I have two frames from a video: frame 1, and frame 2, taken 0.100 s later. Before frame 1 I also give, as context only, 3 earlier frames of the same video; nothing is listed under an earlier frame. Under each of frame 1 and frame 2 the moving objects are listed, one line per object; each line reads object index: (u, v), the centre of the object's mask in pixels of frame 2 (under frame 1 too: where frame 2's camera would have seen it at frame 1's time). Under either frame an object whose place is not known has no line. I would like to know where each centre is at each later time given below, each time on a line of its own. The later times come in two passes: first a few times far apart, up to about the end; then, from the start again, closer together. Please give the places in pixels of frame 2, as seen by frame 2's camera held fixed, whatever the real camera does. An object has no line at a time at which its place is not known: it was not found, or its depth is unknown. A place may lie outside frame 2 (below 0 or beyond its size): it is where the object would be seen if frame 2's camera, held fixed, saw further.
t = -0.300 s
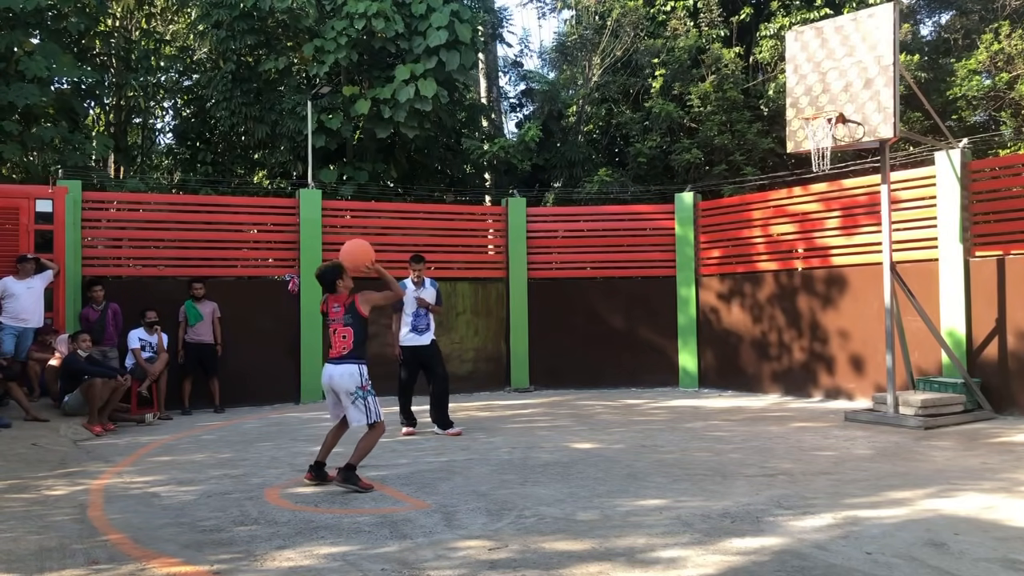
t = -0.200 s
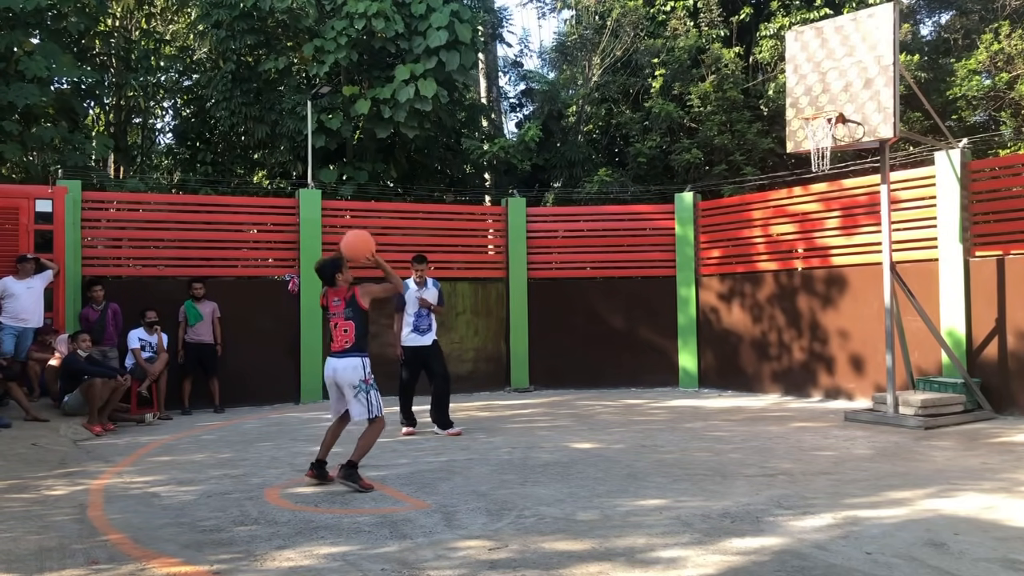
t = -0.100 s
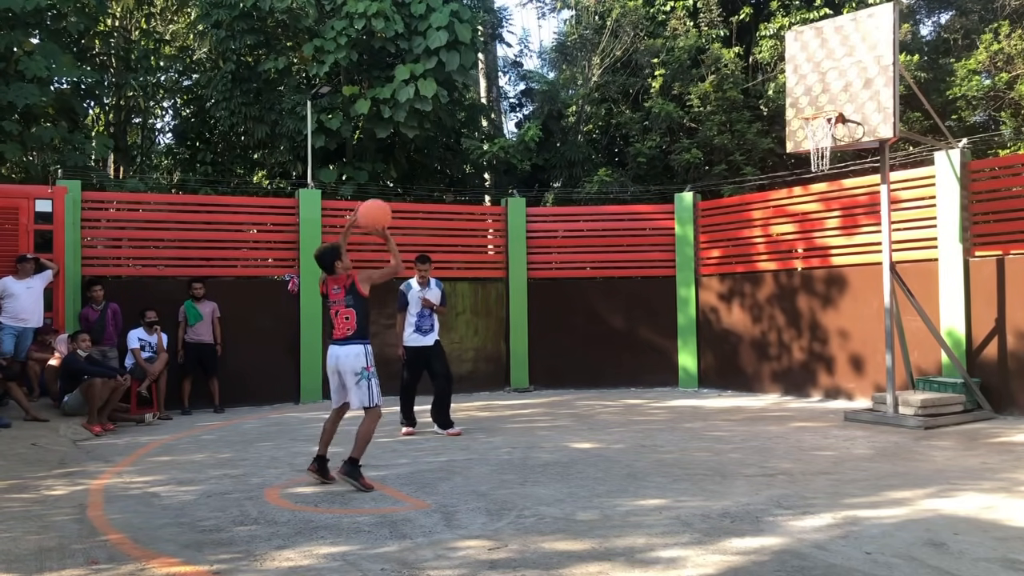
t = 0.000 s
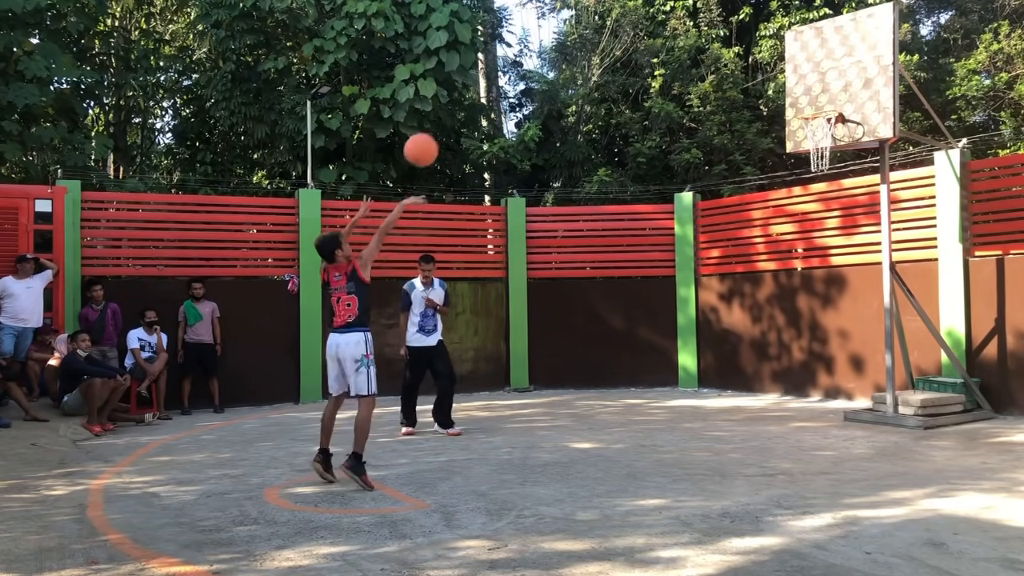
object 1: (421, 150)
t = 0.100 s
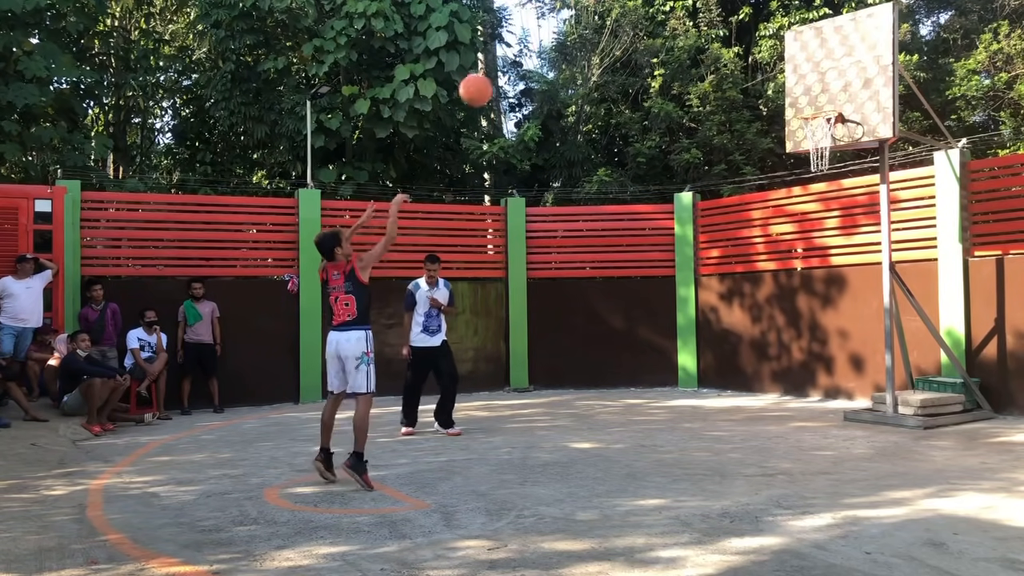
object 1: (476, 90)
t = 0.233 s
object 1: (548, 37)
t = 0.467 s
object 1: (651, 6)
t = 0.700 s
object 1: (745, 25)
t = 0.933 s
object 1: (828, 103)
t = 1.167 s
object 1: (803, 103)
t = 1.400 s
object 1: (776, 141)
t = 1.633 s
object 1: (754, 230)
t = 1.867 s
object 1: (736, 365)
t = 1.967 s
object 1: (729, 392)
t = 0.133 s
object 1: (494, 73)
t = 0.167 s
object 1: (510, 59)
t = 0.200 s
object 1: (529, 48)
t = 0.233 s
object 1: (548, 37)
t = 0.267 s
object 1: (564, 25)
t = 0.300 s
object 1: (578, 16)
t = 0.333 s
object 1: (591, 12)
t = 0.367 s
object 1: (607, 9)
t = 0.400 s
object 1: (622, 7)
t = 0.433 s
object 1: (637, 6)
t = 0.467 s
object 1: (651, 6)
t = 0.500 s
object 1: (665, 6)
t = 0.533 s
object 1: (679, 7)
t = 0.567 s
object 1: (693, 8)
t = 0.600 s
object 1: (706, 9)
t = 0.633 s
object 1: (719, 12)
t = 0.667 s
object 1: (732, 18)
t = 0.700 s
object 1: (745, 25)
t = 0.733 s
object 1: (757, 33)
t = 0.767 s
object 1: (770, 43)
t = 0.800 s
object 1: (782, 53)
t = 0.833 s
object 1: (794, 64)
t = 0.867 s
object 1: (807, 78)
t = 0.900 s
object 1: (817, 89)
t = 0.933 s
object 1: (828, 103)
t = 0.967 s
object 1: (825, 103)
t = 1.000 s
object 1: (820, 105)
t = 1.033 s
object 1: (817, 103)
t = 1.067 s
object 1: (815, 101)
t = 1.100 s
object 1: (811, 101)
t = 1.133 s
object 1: (807, 102)
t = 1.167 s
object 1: (803, 103)
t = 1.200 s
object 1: (800, 104)
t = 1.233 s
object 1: (794, 107)
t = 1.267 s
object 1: (790, 112)
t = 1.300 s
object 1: (786, 118)
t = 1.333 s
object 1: (783, 125)
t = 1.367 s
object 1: (779, 133)
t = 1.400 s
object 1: (776, 141)
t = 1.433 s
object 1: (773, 152)
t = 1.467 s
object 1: (769, 162)
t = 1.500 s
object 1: (766, 174)
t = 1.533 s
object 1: (763, 186)
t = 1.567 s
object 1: (760, 200)
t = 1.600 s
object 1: (756, 214)
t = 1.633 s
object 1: (754, 230)
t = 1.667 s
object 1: (751, 247)
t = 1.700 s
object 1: (749, 264)
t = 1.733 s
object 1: (746, 282)
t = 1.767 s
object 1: (743, 302)
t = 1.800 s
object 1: (741, 322)
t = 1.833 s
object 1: (738, 343)
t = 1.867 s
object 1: (736, 365)
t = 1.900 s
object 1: (734, 387)
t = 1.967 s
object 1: (729, 392)
